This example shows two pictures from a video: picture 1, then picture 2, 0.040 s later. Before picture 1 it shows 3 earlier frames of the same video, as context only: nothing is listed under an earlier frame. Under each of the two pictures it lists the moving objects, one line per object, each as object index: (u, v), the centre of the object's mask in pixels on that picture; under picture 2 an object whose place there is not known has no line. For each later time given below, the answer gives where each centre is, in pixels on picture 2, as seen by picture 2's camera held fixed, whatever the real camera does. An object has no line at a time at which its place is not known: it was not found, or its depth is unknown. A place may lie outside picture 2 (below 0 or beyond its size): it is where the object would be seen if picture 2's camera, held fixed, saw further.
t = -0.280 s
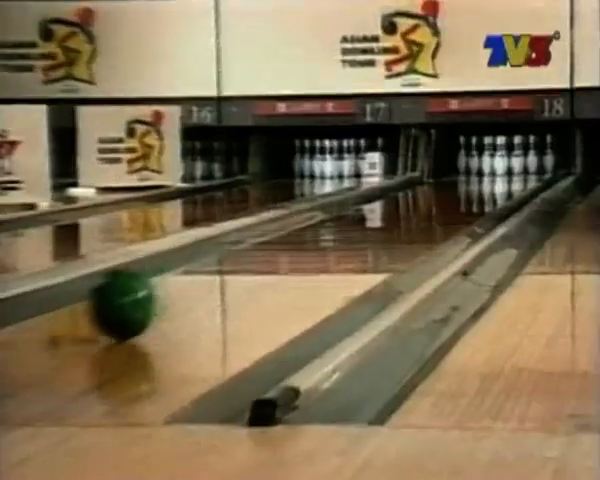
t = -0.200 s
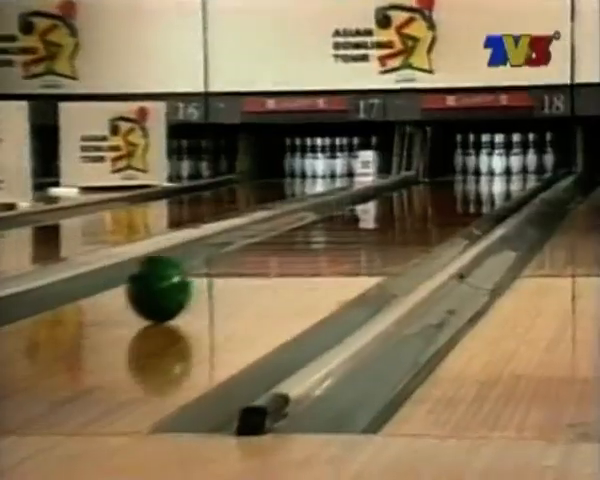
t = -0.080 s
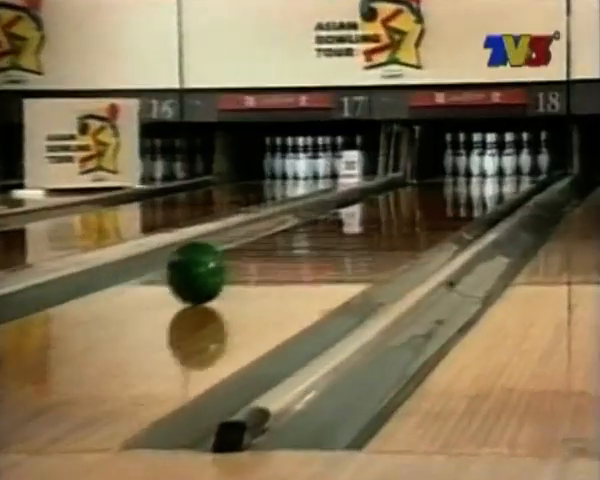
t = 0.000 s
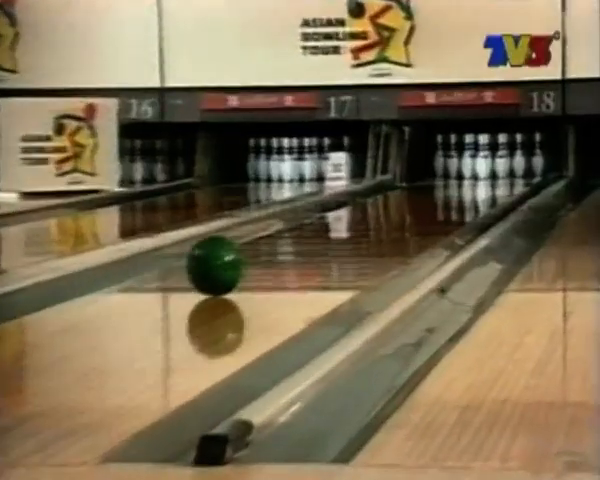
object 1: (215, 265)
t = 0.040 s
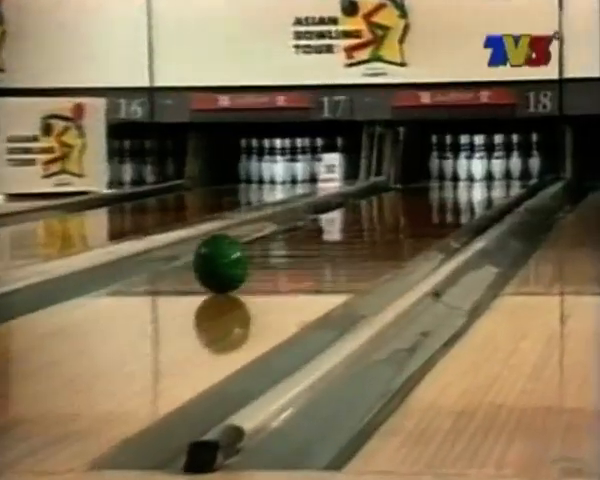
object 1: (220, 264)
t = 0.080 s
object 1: (238, 257)
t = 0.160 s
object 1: (265, 248)
